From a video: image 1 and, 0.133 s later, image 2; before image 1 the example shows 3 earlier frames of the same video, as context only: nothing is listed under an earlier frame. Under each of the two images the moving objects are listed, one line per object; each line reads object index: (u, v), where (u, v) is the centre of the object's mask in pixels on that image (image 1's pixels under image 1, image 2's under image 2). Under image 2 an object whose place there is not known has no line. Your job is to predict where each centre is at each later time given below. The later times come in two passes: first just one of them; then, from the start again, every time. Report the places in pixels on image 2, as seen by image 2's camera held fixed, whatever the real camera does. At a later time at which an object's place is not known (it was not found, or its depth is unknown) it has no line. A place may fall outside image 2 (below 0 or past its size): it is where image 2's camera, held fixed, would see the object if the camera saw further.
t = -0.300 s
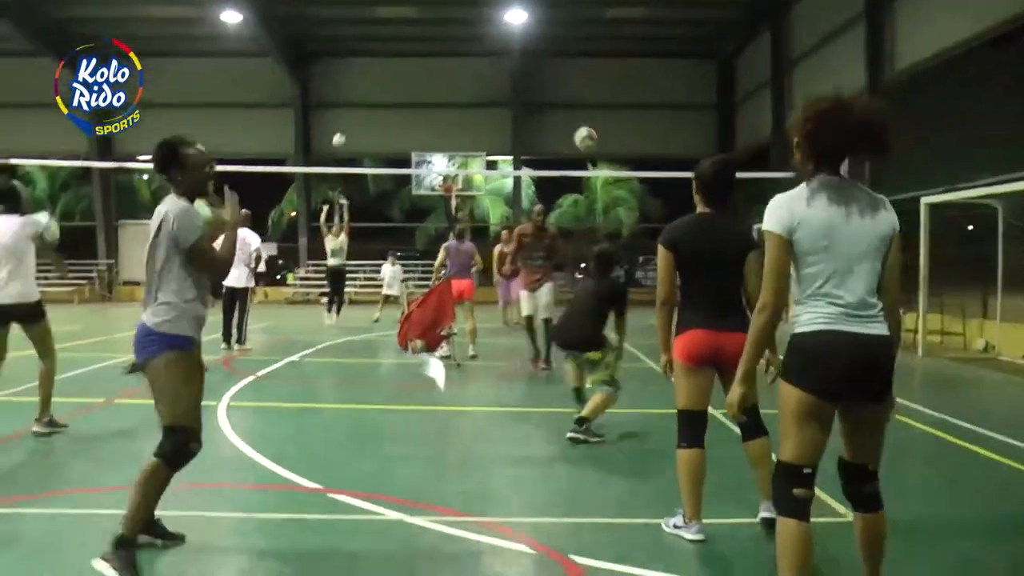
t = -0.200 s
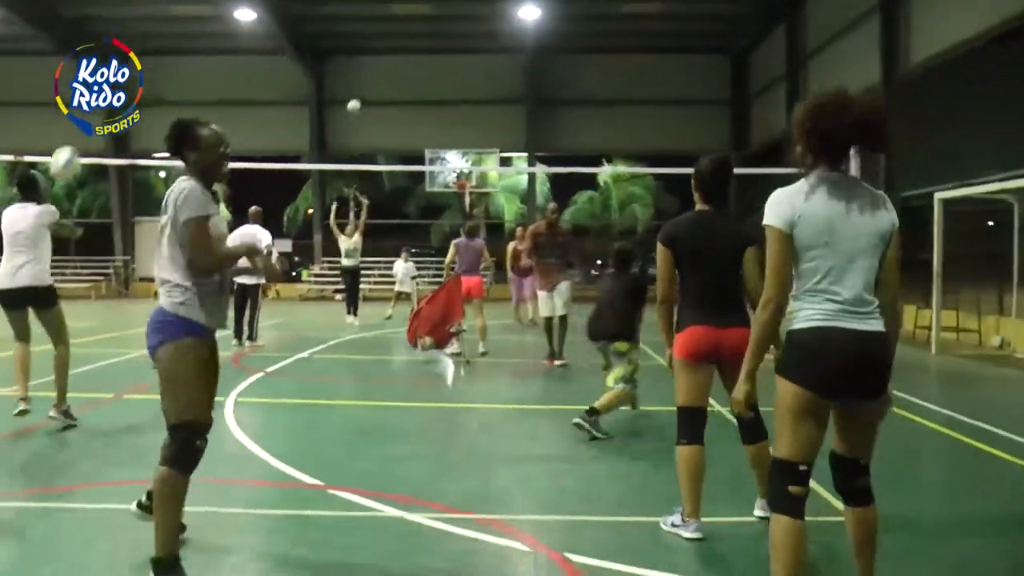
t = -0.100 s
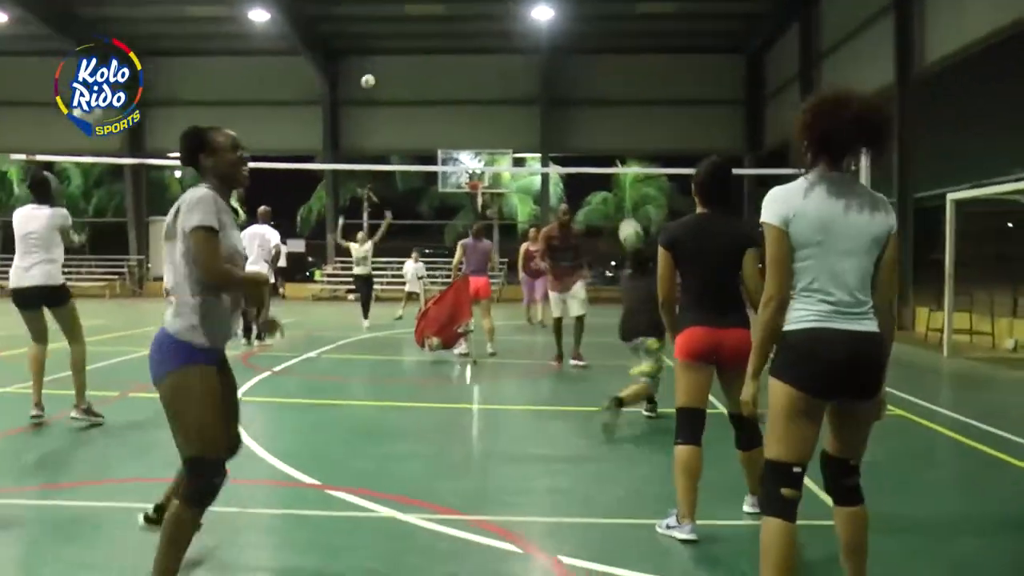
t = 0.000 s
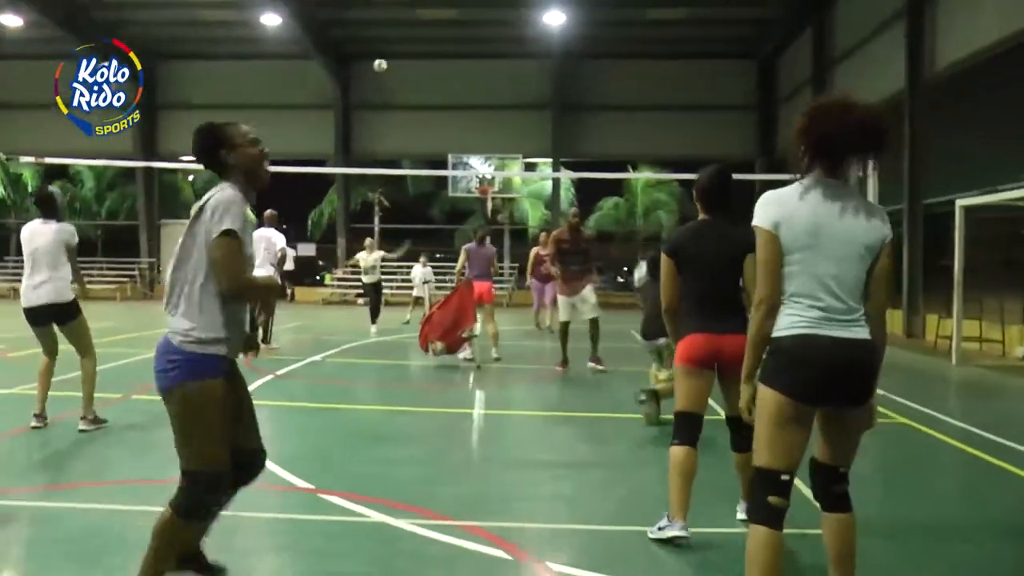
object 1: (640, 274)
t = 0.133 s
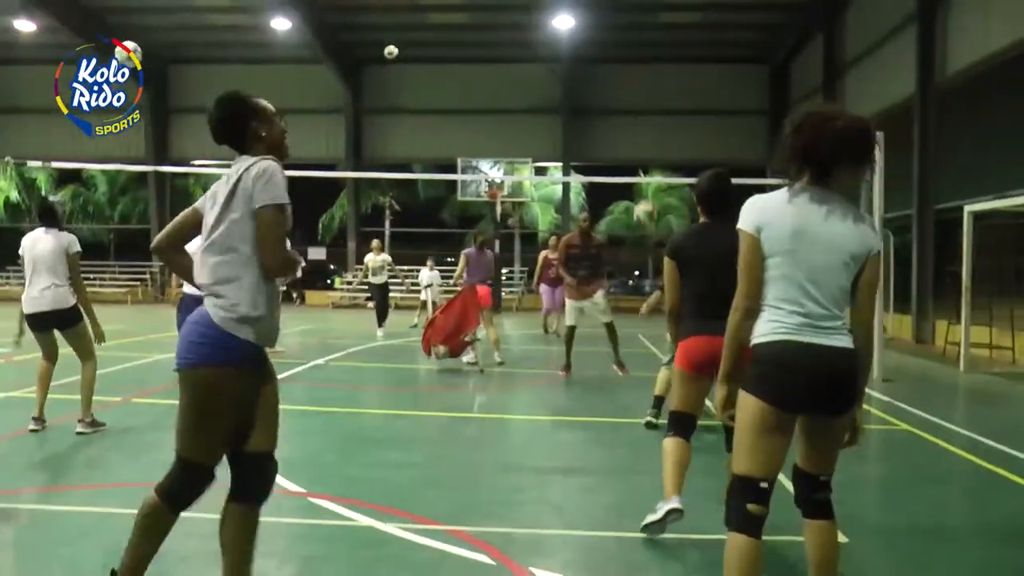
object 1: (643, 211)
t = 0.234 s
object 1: (637, 178)
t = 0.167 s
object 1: (640, 197)
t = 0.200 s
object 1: (638, 188)
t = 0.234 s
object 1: (637, 178)
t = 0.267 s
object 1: (635, 169)
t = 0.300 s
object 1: (633, 162)
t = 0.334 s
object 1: (633, 156)
